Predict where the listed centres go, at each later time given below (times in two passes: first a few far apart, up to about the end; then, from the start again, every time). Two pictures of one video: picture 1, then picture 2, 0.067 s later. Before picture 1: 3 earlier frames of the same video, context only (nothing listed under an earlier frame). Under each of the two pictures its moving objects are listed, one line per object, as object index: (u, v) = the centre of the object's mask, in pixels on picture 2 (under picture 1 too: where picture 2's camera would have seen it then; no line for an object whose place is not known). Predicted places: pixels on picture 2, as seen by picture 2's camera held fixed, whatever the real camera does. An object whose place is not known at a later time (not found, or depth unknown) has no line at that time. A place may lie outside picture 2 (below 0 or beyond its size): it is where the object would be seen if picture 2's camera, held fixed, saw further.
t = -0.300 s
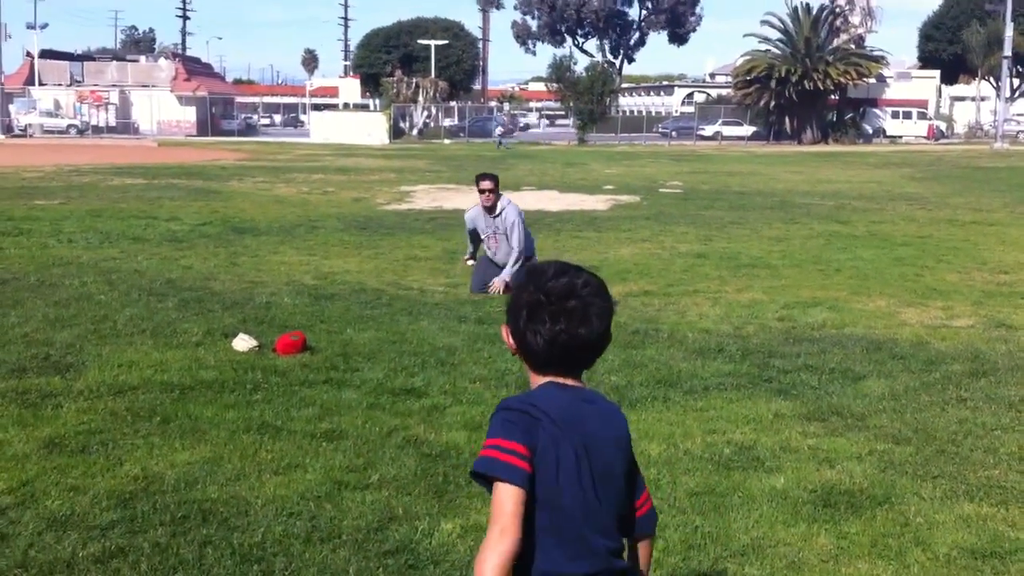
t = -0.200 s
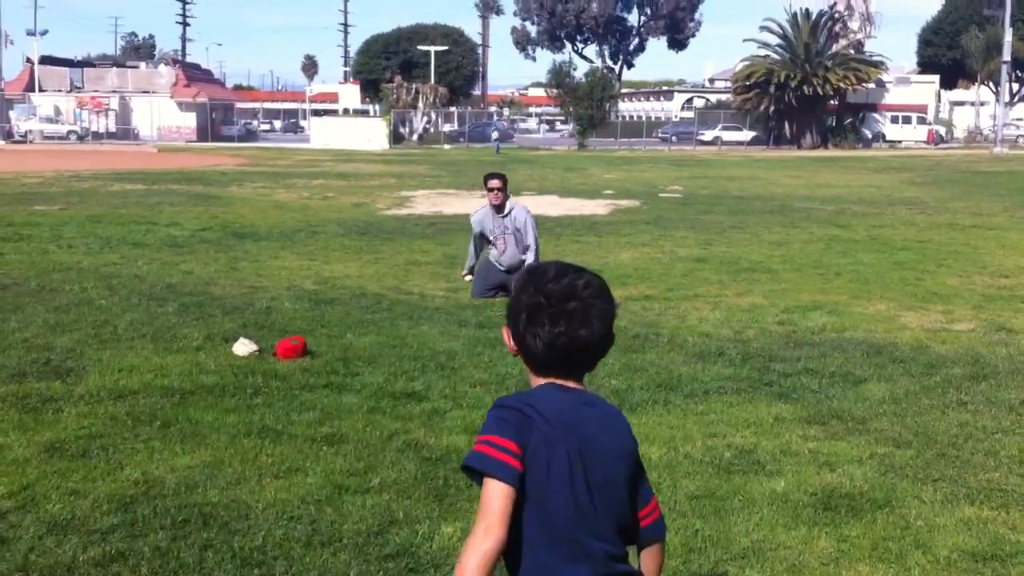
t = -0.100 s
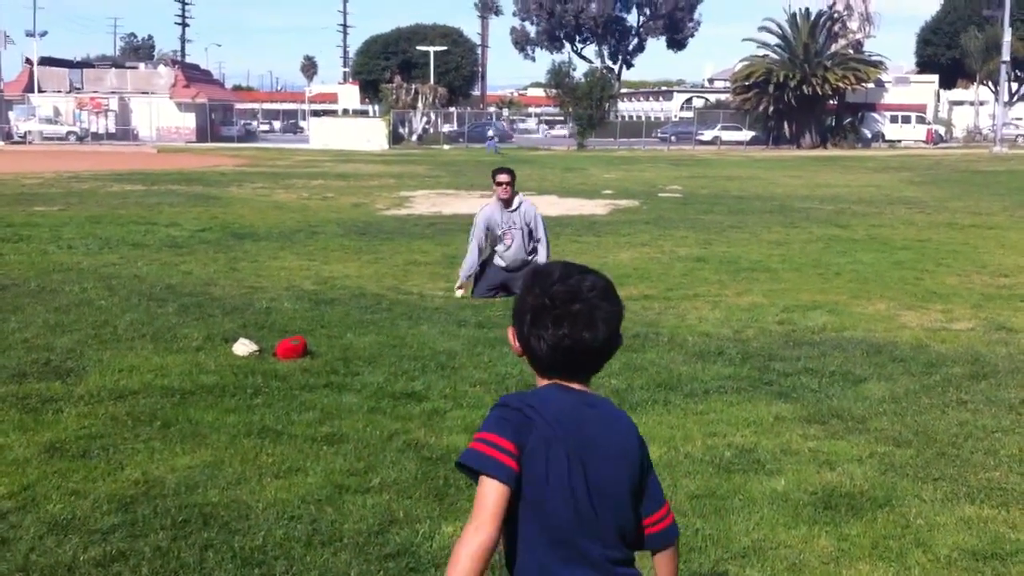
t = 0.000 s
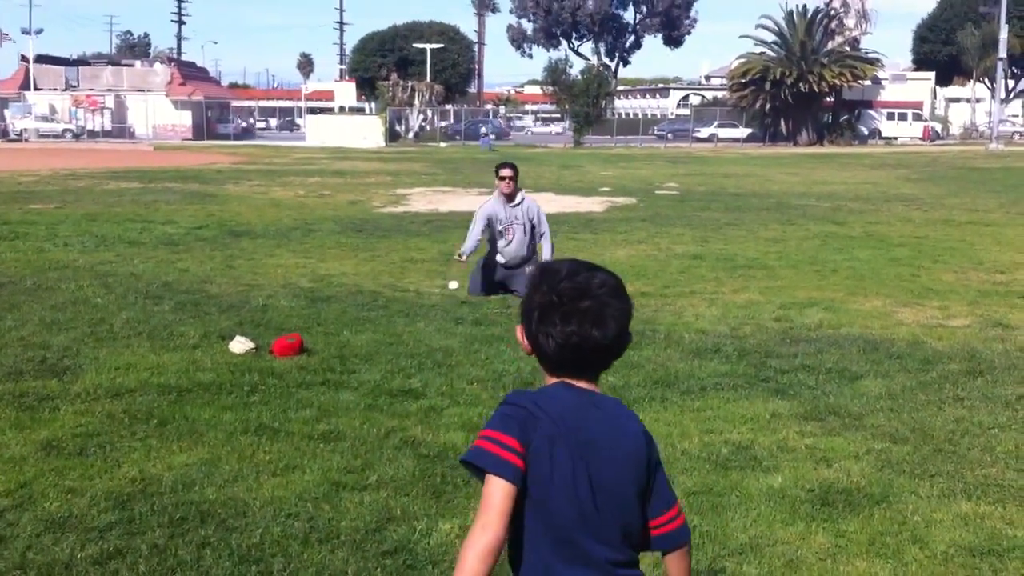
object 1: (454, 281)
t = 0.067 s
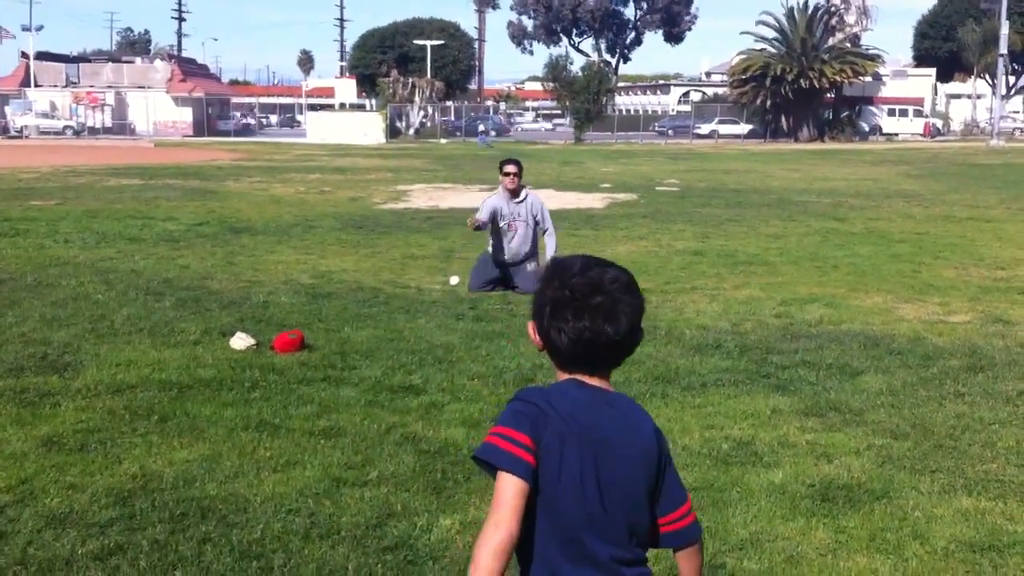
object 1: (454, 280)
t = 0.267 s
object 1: (457, 321)
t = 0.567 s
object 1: (461, 372)
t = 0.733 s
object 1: (464, 433)
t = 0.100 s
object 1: (454, 282)
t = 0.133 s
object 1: (454, 285)
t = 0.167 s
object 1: (455, 291)
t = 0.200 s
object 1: (455, 299)
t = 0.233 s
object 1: (456, 309)
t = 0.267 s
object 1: (457, 321)
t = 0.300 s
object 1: (457, 337)
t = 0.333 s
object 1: (458, 356)
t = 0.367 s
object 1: (460, 376)
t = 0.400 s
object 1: (460, 379)
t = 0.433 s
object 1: (460, 374)
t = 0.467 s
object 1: (460, 370)
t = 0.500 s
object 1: (461, 368)
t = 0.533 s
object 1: (461, 369)
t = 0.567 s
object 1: (461, 372)
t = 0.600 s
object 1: (462, 378)
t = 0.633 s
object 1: (462, 386)
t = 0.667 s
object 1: (462, 398)
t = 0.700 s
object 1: (463, 413)
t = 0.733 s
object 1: (464, 433)
